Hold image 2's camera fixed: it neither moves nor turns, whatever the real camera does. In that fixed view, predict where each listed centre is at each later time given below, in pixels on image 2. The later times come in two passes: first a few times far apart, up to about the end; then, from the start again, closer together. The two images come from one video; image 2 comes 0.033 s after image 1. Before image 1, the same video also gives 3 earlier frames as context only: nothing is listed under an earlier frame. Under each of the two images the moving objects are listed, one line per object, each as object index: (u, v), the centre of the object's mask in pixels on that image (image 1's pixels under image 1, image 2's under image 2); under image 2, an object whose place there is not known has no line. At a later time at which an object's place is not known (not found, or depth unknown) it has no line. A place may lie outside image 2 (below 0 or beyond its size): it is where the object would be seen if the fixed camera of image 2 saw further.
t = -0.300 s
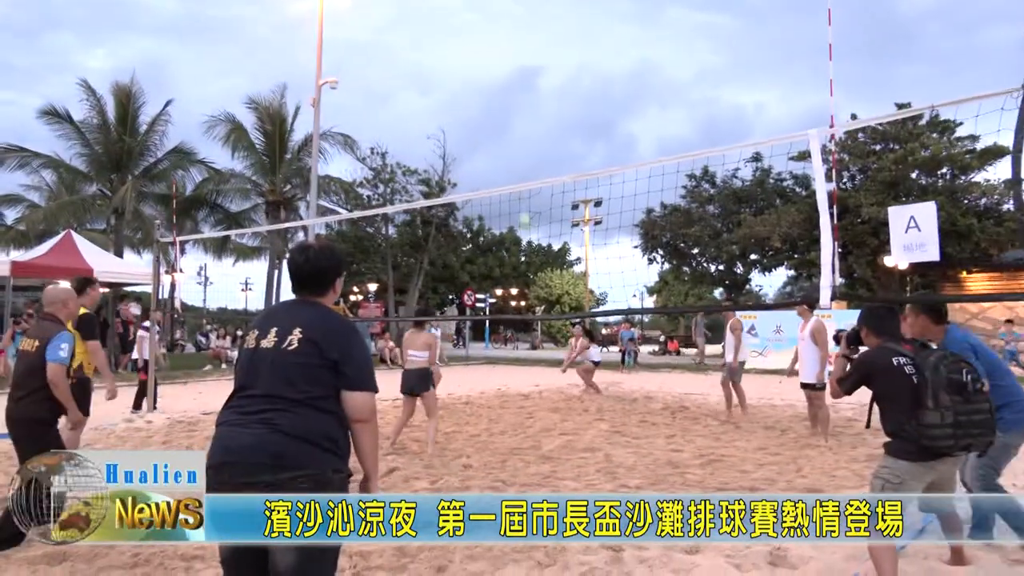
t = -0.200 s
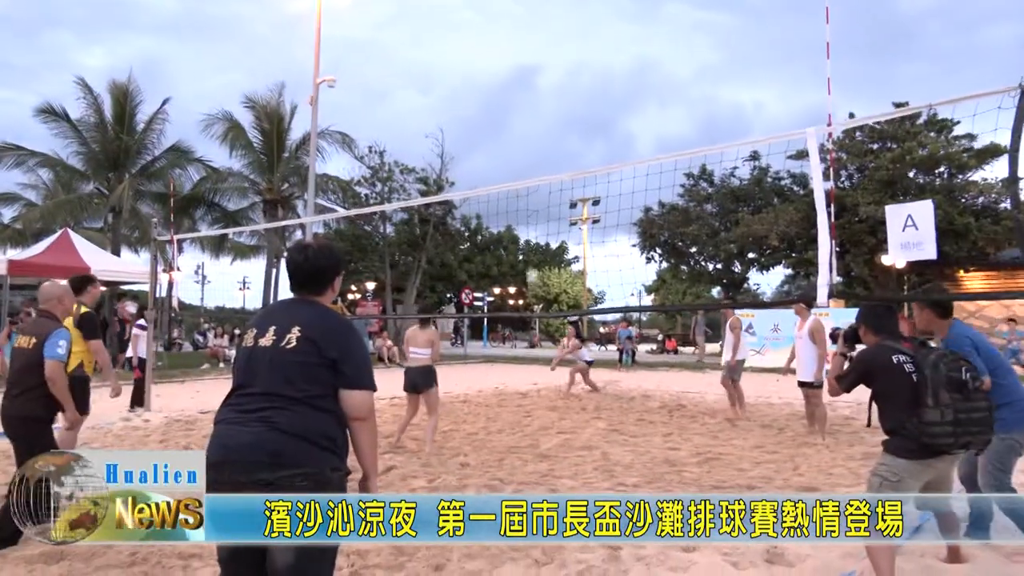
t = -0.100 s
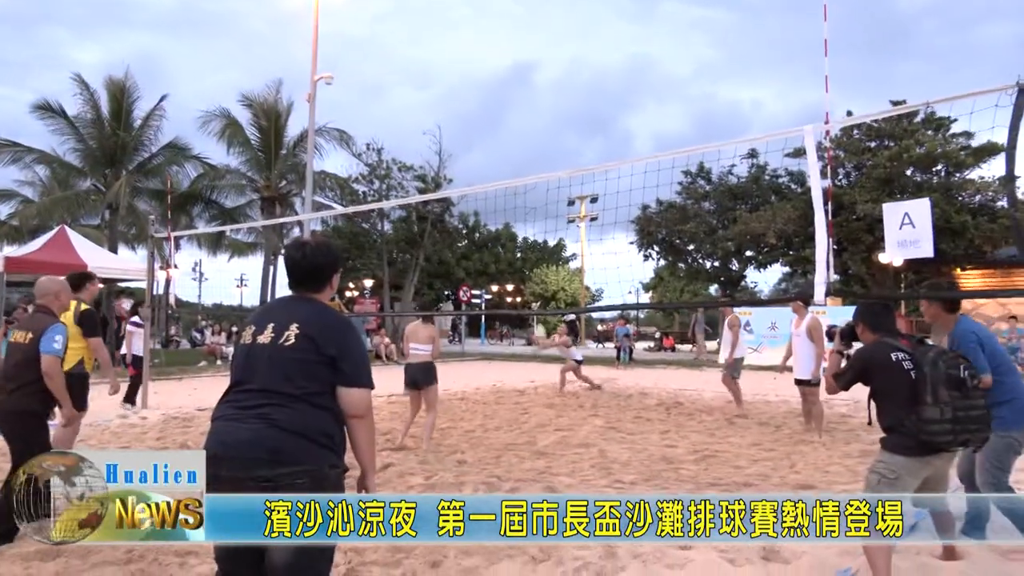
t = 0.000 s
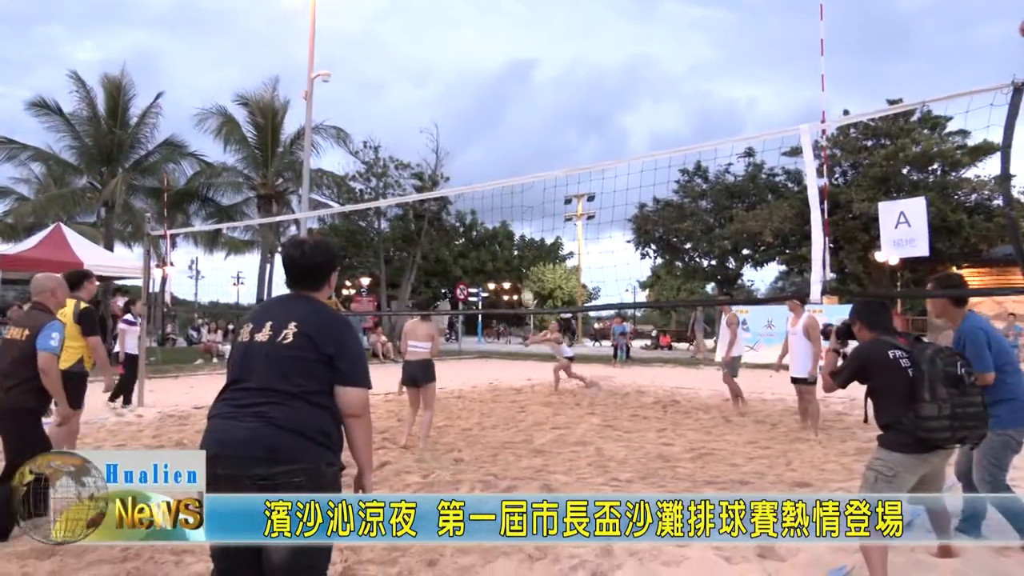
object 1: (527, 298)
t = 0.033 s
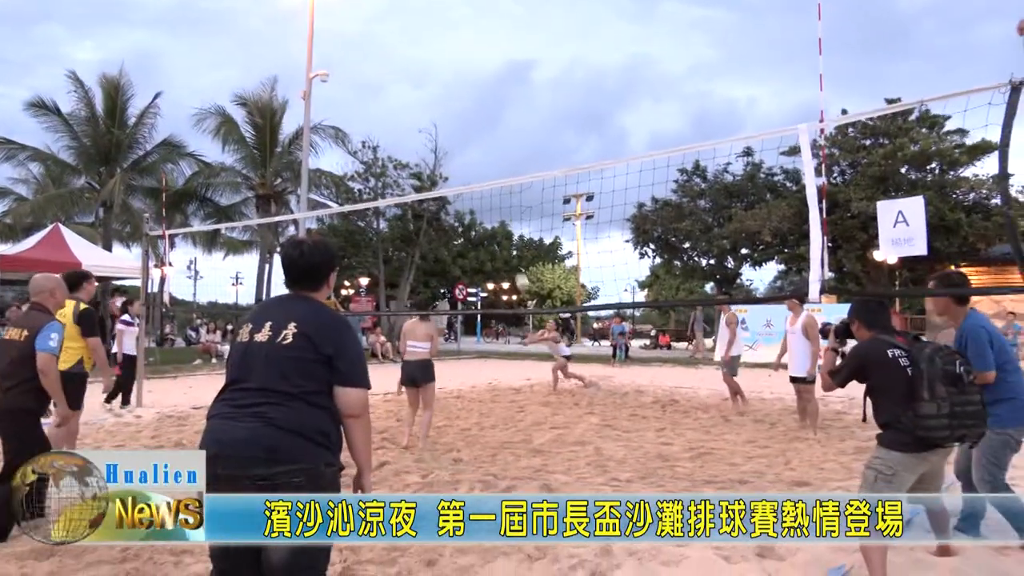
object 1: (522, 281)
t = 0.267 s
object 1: (486, 175)
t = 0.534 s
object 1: (437, 76)
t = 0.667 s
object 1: (407, 37)
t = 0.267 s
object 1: (486, 175)
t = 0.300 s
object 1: (482, 163)
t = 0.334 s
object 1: (476, 149)
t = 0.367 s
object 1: (469, 136)
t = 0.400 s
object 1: (463, 122)
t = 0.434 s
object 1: (457, 109)
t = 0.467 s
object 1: (450, 97)
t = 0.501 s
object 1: (444, 86)
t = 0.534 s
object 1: (437, 76)
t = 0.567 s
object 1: (430, 65)
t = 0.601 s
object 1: (423, 55)
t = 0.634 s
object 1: (415, 46)
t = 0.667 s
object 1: (407, 37)
